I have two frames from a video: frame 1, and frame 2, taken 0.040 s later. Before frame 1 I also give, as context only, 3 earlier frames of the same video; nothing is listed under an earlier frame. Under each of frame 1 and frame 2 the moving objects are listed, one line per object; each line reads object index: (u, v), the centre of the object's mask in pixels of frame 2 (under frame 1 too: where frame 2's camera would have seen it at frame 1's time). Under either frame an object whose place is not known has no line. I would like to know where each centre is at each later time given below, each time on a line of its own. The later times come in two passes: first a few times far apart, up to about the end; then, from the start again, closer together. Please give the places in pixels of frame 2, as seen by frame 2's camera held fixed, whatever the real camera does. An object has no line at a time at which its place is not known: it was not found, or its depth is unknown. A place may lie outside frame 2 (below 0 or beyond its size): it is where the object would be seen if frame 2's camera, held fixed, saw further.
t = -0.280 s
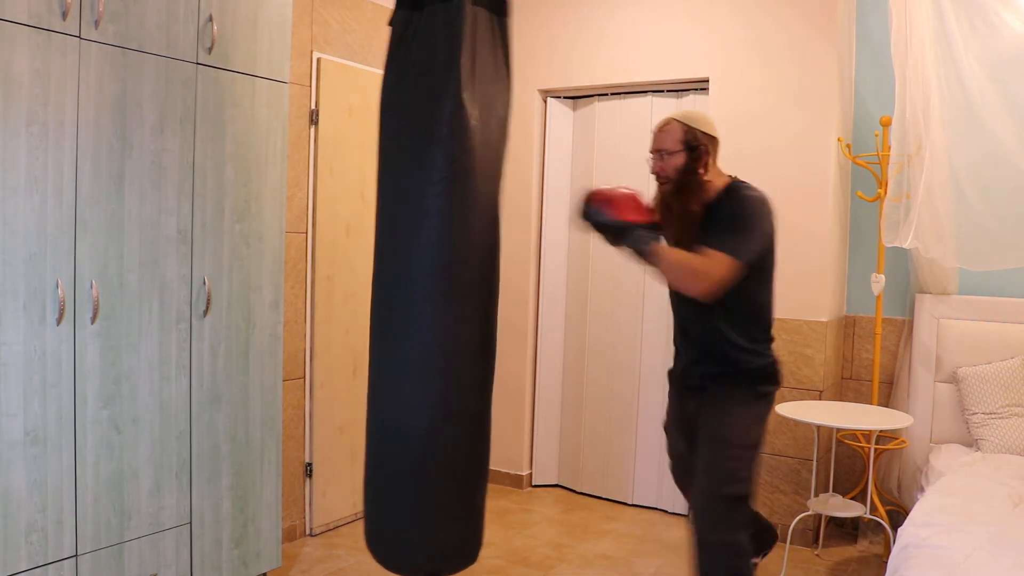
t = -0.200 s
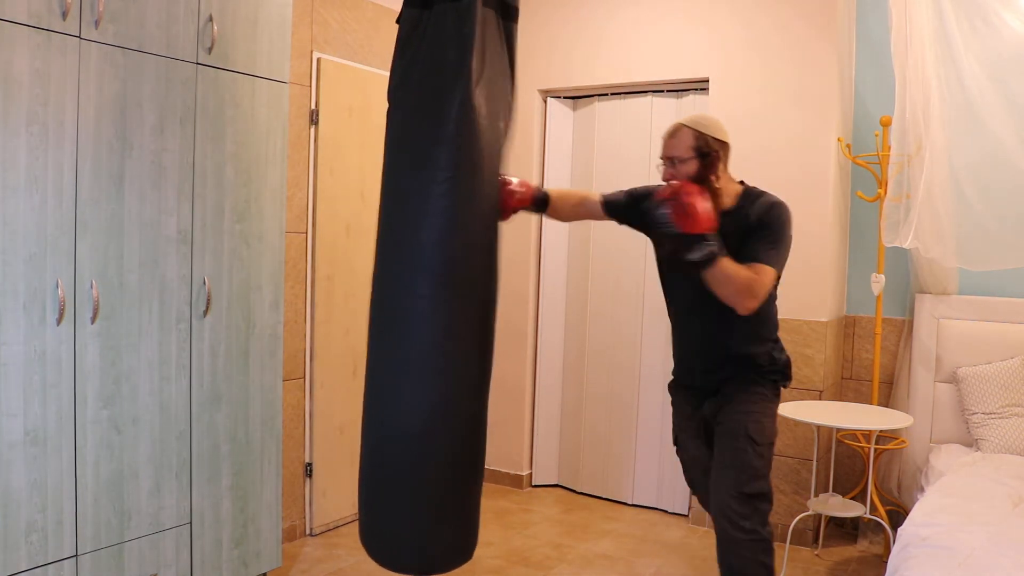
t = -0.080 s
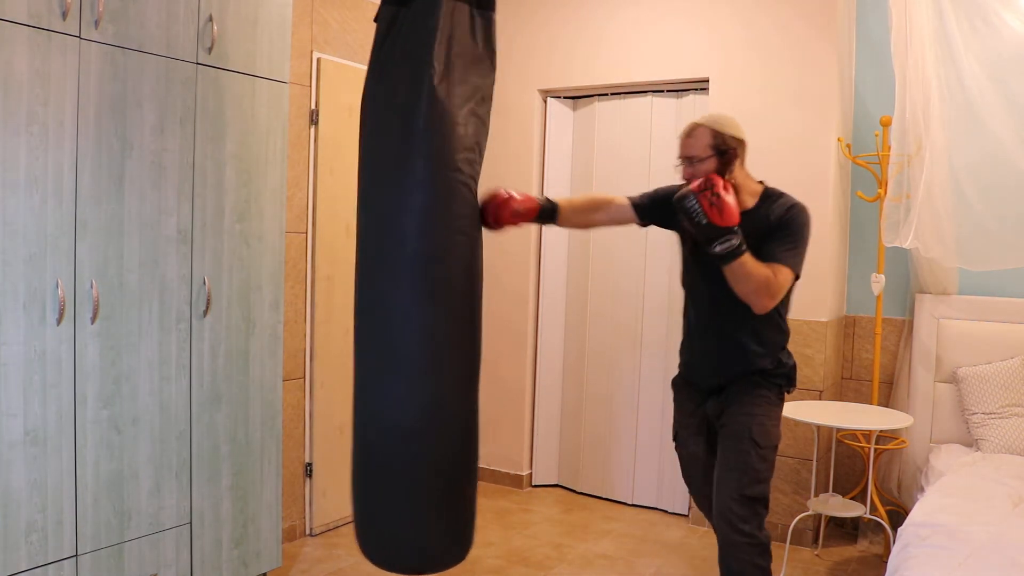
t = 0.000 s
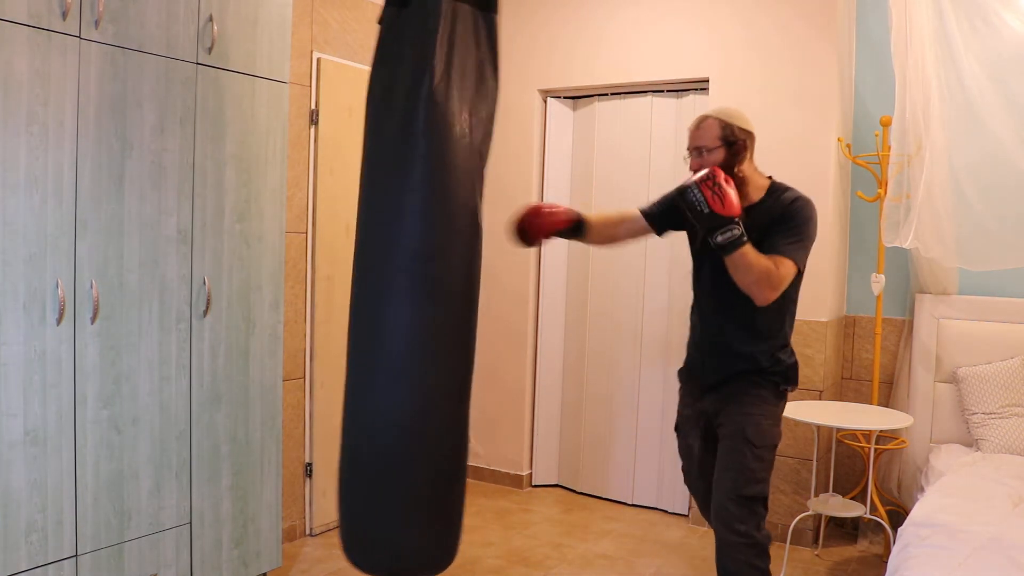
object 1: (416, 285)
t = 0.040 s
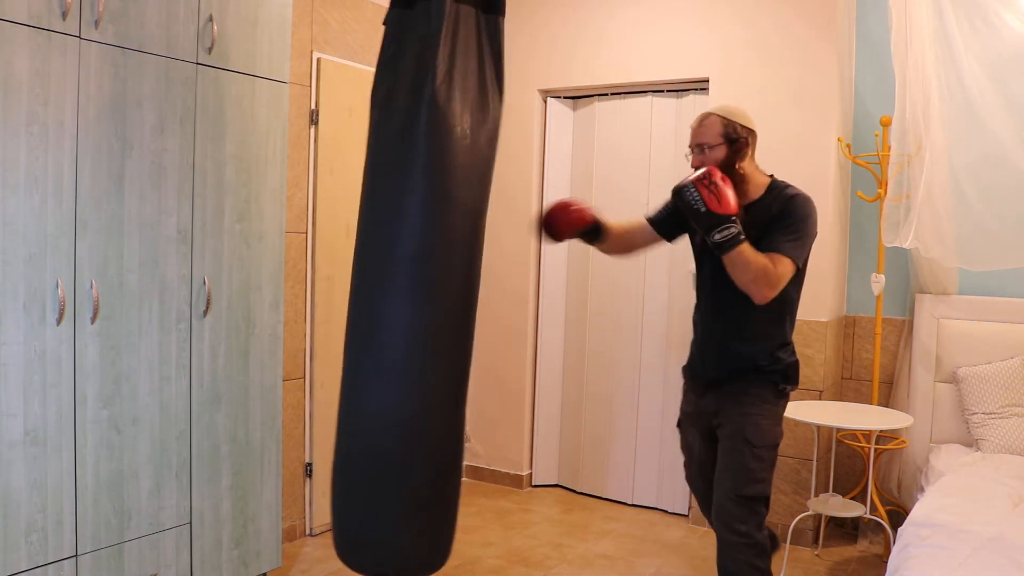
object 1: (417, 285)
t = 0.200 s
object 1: (409, 289)
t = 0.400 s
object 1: (409, 295)
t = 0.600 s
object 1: (418, 300)
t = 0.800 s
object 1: (435, 301)
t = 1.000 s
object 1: (458, 299)
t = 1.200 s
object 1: (478, 298)
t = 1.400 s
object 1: (492, 297)
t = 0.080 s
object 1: (415, 286)
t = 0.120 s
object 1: (413, 286)
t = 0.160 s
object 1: (411, 288)
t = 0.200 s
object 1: (409, 289)
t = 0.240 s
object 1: (406, 289)
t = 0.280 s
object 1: (406, 290)
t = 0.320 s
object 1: (407, 291)
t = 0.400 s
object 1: (409, 295)
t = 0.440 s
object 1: (410, 296)
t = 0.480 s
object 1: (411, 297)
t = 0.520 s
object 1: (413, 298)
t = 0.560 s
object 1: (415, 299)
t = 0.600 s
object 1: (418, 300)
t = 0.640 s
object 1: (421, 302)
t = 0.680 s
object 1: (425, 301)
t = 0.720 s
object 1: (429, 301)
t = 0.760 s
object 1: (432, 301)
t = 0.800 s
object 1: (435, 301)
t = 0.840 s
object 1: (440, 301)
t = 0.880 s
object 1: (444, 301)
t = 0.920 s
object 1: (450, 301)
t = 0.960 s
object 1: (454, 300)
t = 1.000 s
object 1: (458, 299)
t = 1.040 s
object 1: (462, 299)
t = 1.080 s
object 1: (466, 299)
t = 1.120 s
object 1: (470, 299)
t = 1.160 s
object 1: (474, 299)
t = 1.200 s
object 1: (478, 298)
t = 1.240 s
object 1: (482, 298)
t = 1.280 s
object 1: (485, 298)
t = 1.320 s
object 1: (488, 297)
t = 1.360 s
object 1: (490, 297)
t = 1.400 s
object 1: (492, 297)
